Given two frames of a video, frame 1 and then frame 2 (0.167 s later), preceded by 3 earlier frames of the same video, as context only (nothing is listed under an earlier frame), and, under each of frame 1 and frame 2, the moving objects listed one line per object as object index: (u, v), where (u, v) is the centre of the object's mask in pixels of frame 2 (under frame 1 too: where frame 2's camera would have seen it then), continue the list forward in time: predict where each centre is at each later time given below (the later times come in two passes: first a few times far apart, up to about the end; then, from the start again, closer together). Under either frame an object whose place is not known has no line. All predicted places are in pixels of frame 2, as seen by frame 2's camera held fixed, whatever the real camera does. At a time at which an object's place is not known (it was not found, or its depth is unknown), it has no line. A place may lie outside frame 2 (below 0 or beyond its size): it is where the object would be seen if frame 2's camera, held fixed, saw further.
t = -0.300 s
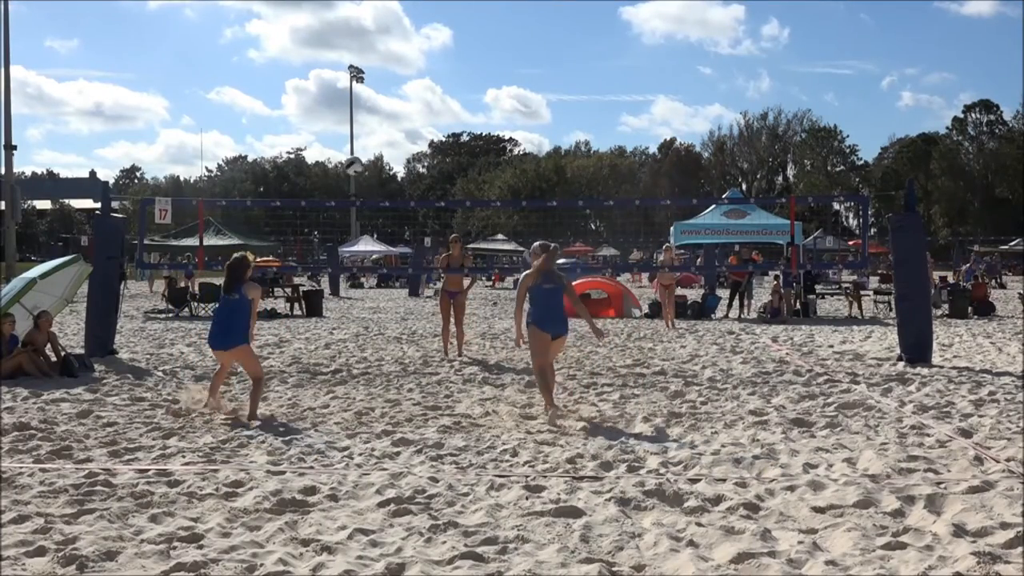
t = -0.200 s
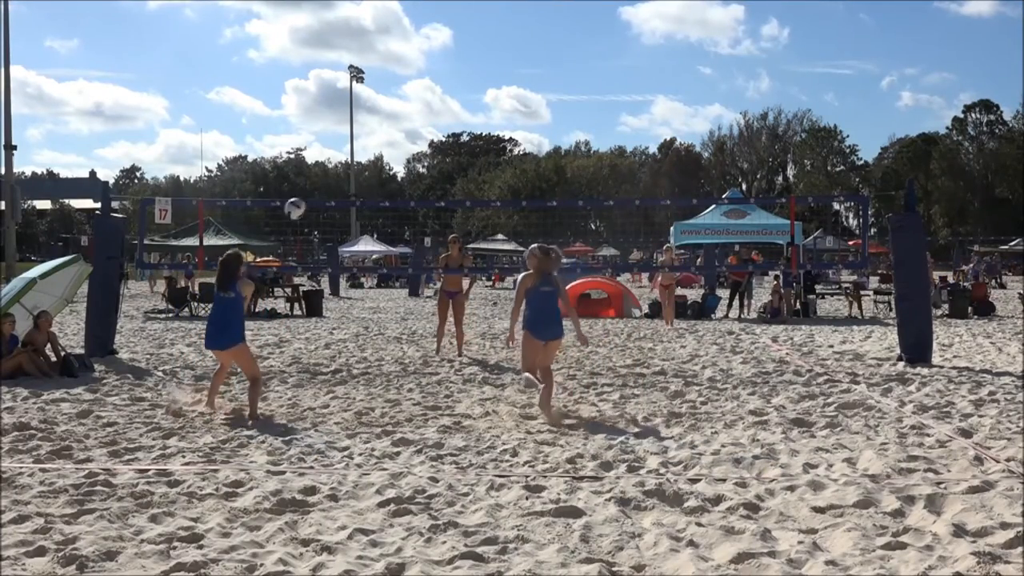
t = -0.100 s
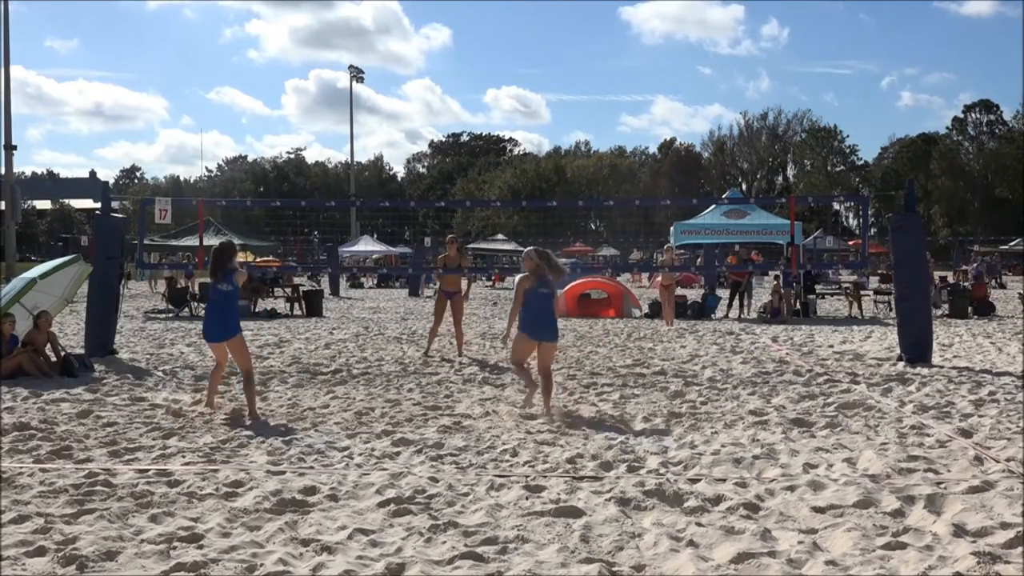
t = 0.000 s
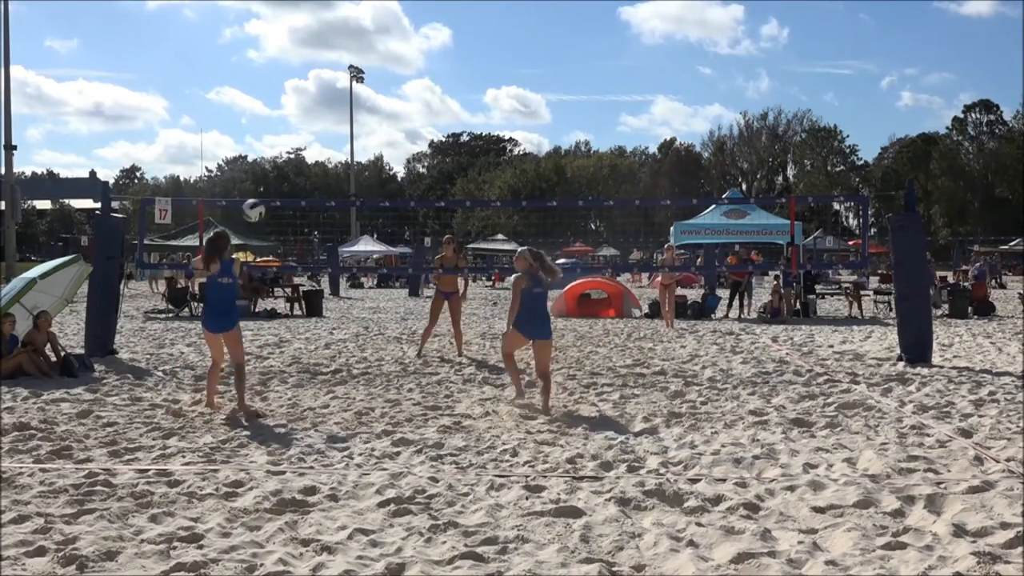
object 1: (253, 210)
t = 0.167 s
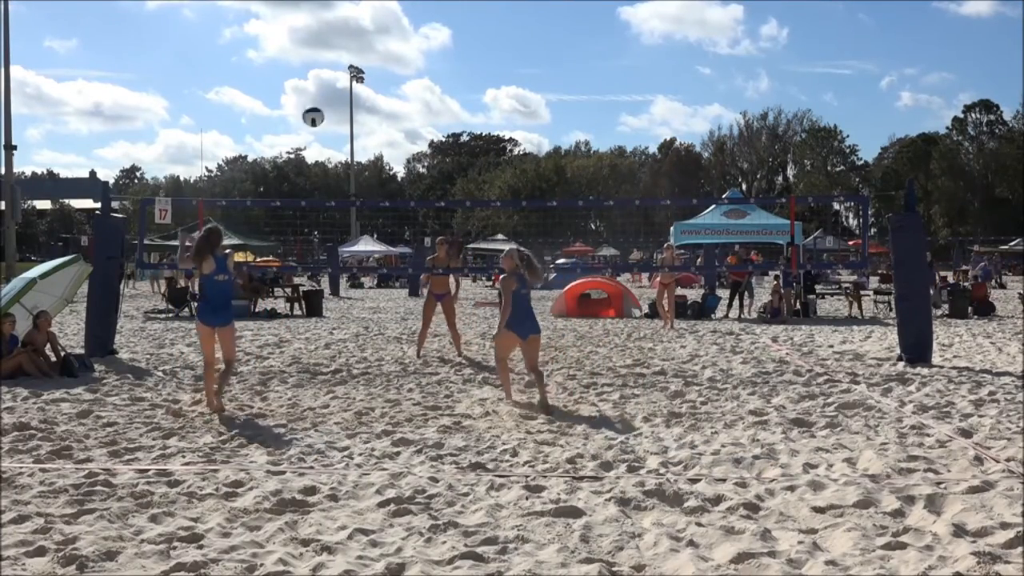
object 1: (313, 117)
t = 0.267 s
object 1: (349, 75)
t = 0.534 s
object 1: (441, 15)
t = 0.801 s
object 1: (528, 29)
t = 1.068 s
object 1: (612, 111)
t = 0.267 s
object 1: (349, 75)
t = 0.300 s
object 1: (360, 64)
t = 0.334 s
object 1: (372, 53)
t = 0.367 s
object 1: (383, 44)
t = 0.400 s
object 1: (395, 36)
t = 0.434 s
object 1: (406, 29)
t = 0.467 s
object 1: (418, 23)
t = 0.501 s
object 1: (429, 19)
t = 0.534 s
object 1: (441, 15)
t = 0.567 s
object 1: (451, 13)
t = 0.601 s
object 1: (463, 12)
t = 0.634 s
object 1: (474, 12)
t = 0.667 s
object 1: (485, 13)
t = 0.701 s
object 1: (496, 15)
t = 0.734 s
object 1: (507, 18)
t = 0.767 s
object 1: (518, 23)
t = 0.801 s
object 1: (528, 29)
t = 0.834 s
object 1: (539, 35)
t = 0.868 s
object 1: (550, 43)
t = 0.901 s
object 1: (561, 51)
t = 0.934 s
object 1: (571, 61)
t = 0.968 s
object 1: (582, 72)
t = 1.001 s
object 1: (592, 84)
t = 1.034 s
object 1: (602, 97)
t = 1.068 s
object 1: (612, 111)
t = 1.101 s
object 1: (623, 126)
